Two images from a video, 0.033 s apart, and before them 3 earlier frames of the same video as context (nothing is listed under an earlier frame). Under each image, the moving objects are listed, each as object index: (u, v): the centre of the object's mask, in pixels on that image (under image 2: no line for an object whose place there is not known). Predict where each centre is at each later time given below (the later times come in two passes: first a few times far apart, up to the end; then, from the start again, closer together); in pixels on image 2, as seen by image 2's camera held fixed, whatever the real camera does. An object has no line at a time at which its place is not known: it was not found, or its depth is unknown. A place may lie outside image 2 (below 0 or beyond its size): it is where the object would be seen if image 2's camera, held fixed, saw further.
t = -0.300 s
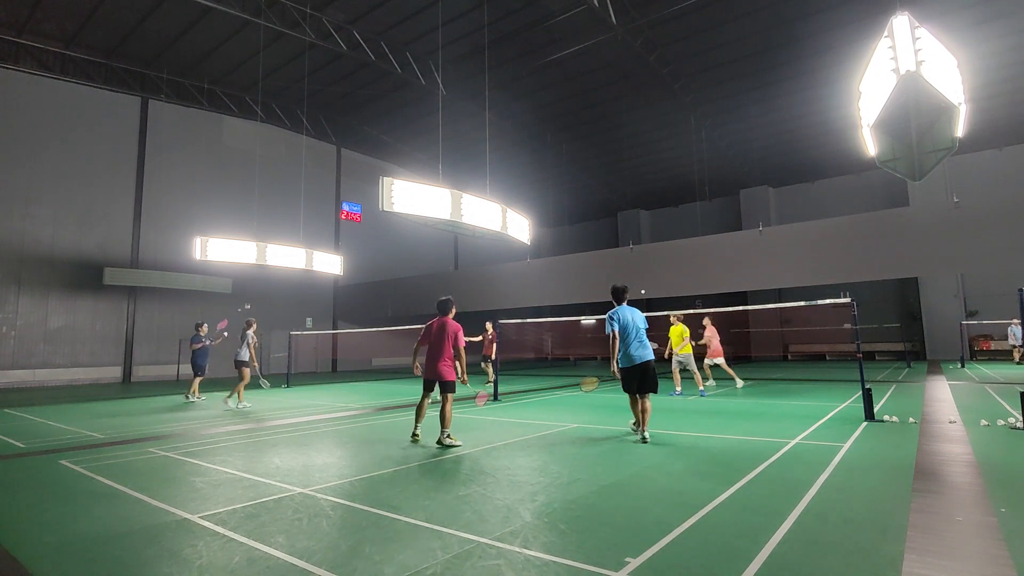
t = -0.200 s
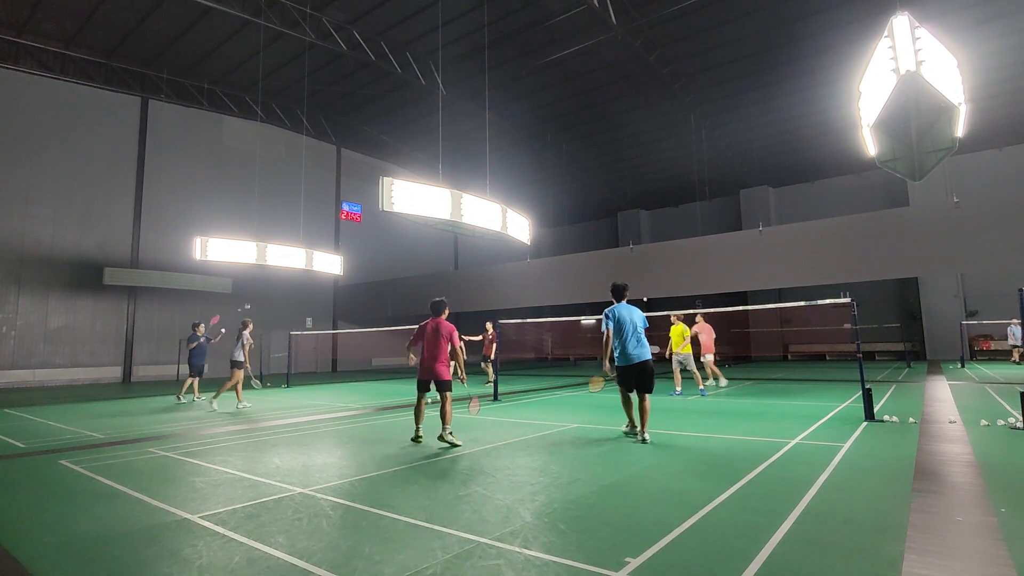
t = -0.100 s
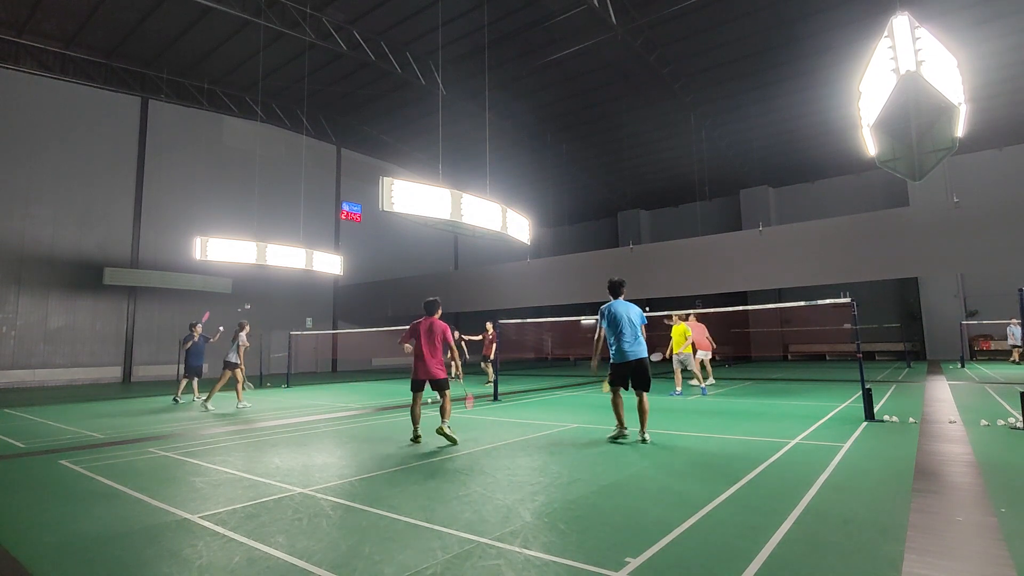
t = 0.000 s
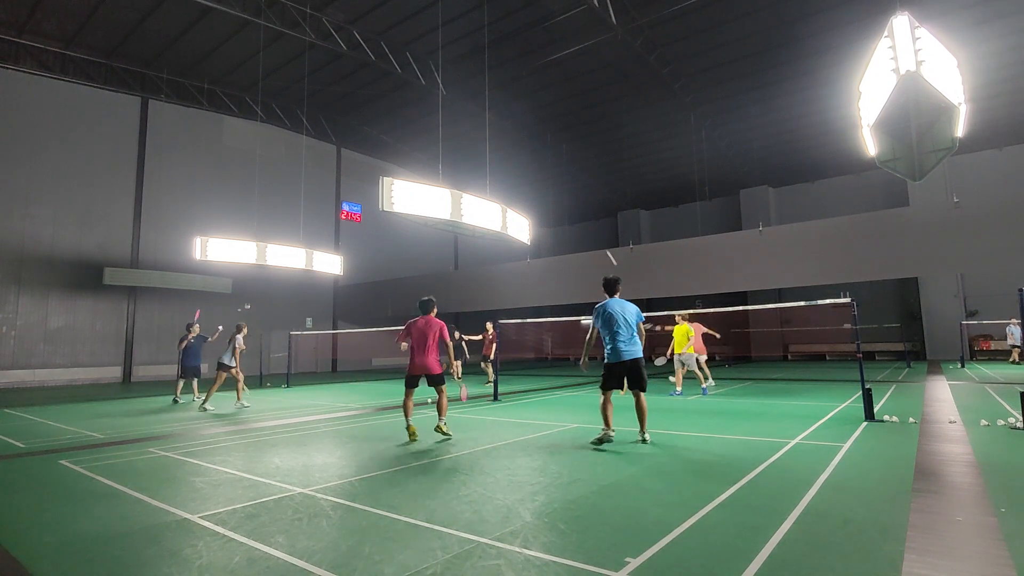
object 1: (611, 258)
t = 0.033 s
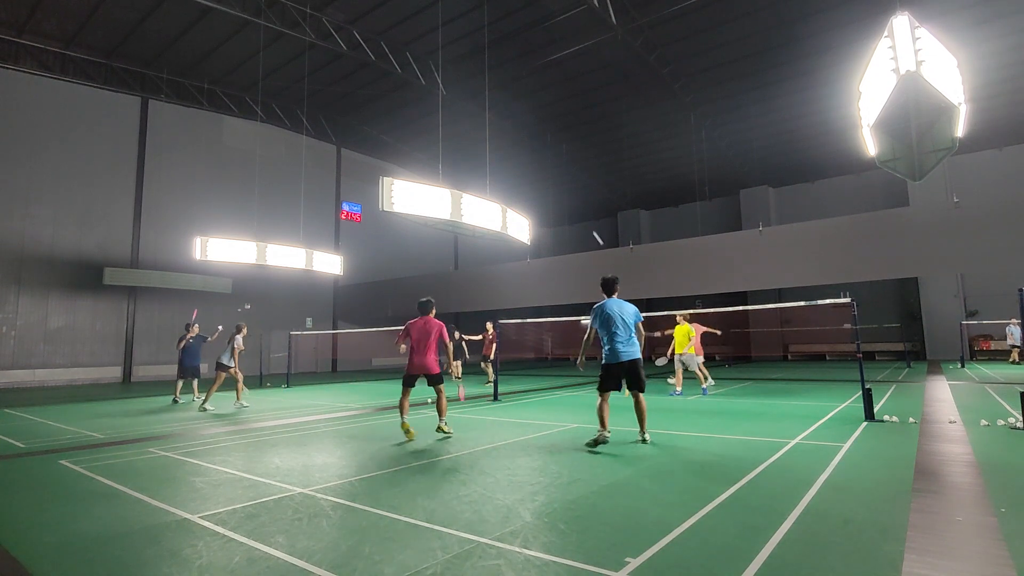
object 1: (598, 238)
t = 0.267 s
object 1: (524, 142)
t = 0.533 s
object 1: (455, 85)
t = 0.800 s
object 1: (389, 76)
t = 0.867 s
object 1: (372, 81)
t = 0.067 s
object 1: (585, 221)
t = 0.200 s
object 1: (543, 164)
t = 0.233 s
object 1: (533, 153)
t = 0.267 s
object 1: (524, 142)
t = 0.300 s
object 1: (515, 133)
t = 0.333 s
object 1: (506, 124)
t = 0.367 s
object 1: (497, 116)
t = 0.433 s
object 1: (481, 102)
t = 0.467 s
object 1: (472, 96)
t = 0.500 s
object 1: (464, 91)
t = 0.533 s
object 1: (455, 85)
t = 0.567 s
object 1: (447, 81)
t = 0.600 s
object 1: (439, 79)
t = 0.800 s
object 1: (389, 76)
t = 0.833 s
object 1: (381, 78)
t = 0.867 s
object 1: (372, 81)
